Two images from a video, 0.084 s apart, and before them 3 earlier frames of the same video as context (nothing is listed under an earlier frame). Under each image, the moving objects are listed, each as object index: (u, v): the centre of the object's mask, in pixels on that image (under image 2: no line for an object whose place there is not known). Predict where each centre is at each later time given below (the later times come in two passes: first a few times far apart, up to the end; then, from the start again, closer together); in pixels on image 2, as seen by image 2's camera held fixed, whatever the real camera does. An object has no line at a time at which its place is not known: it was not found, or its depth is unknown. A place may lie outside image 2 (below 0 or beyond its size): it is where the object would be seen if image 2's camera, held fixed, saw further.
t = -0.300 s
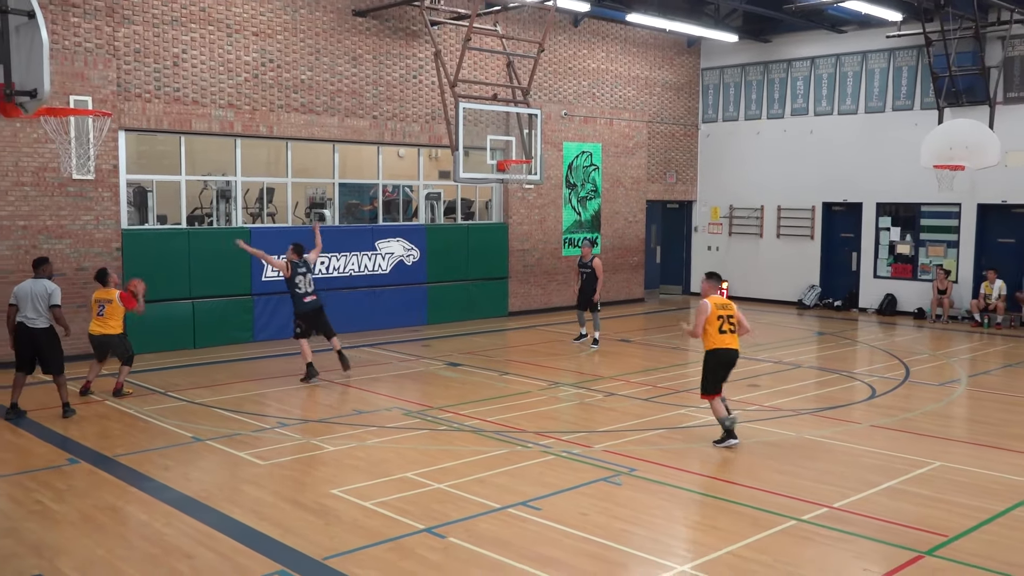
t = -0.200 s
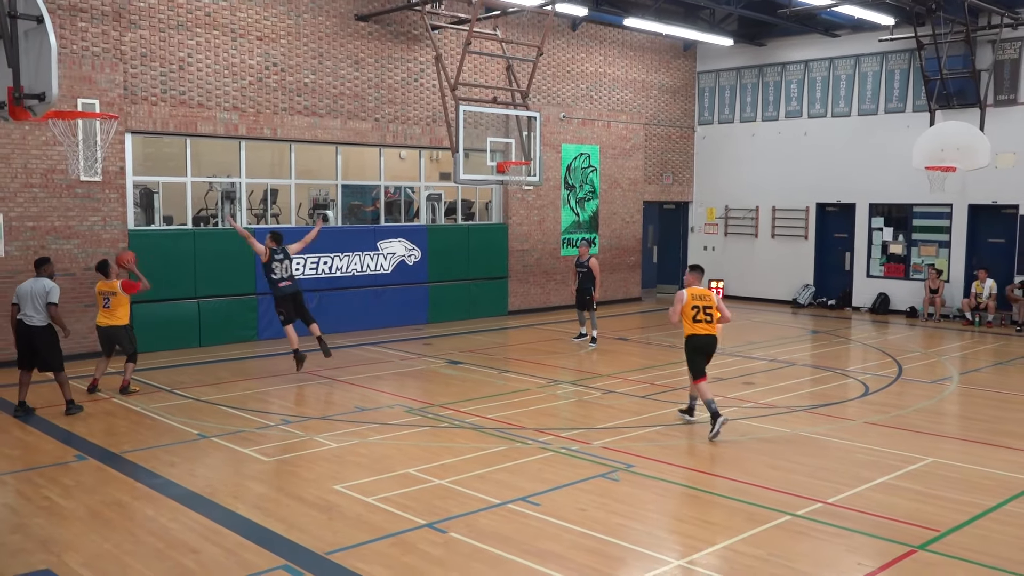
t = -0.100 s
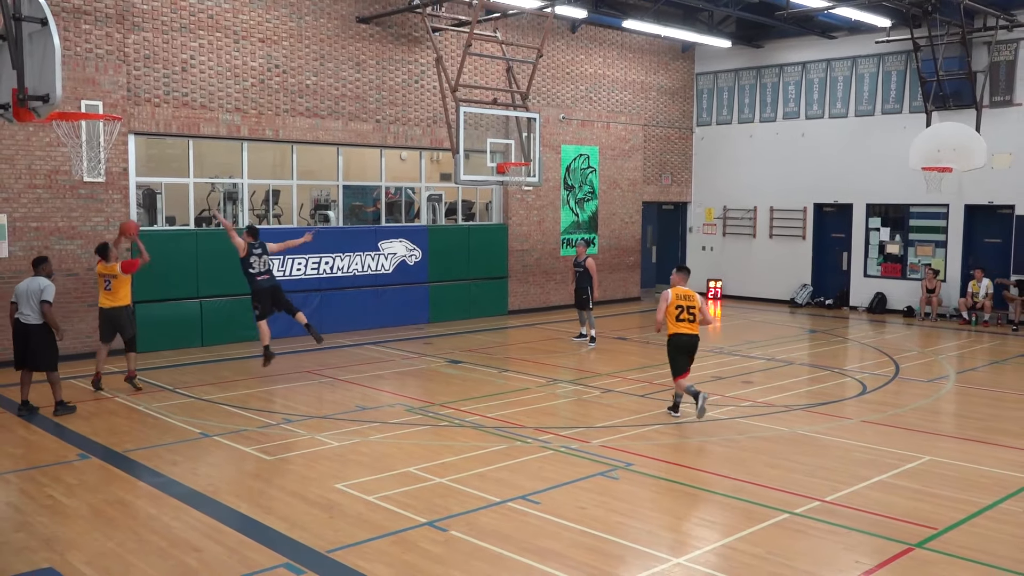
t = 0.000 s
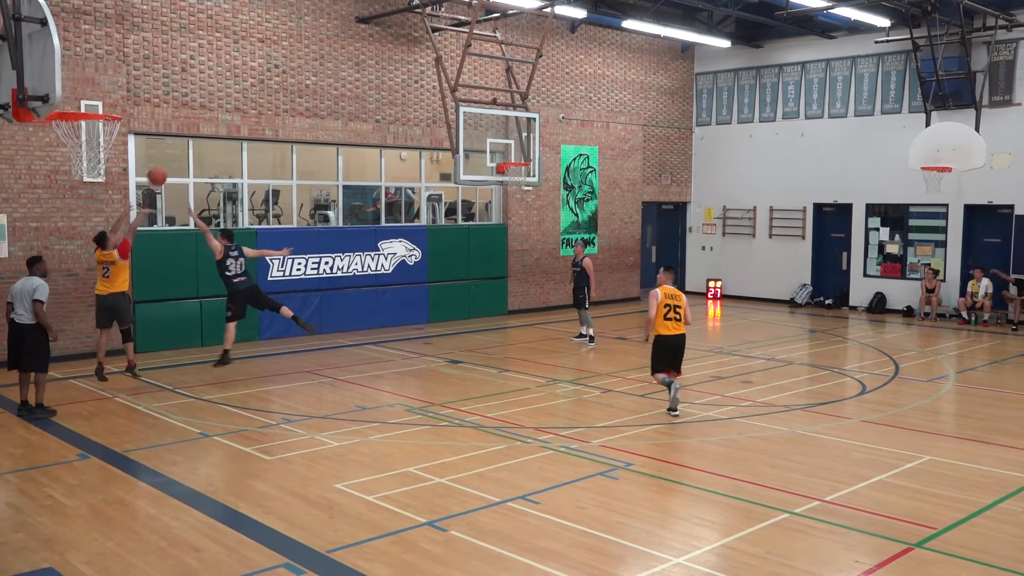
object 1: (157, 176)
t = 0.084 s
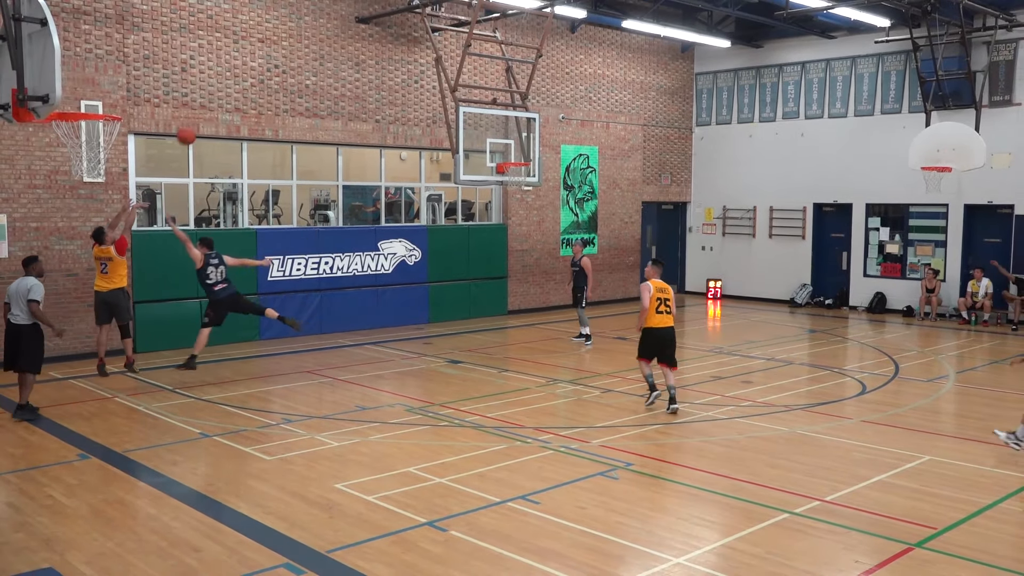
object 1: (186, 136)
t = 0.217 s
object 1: (230, 84)
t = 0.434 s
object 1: (299, 33)
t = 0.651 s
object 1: (362, 18)
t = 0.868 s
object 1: (419, 35)
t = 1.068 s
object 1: (466, 75)
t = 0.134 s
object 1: (203, 115)
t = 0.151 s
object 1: (209, 109)
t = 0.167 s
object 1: (214, 102)
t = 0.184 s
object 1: (219, 96)
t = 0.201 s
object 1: (225, 90)
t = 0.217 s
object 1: (230, 84)
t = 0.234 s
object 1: (236, 79)
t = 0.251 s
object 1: (241, 74)
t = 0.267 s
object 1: (247, 69)
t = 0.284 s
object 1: (253, 64)
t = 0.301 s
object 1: (258, 60)
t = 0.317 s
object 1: (263, 56)
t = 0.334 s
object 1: (268, 52)
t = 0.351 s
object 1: (273, 48)
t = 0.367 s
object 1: (279, 45)
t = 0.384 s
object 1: (284, 42)
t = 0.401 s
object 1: (289, 39)
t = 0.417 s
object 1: (294, 36)
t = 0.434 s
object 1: (299, 33)
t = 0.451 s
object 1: (304, 30)
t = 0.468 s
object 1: (309, 29)
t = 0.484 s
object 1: (314, 27)
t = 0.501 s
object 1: (319, 25)
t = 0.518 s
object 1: (324, 23)
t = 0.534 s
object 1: (329, 22)
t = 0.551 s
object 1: (333, 21)
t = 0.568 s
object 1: (338, 20)
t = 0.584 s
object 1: (344, 19)
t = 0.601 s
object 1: (348, 18)
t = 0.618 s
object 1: (353, 18)
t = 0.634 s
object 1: (358, 18)
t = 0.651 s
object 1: (362, 18)
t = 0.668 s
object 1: (366, 18)
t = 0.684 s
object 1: (371, 19)
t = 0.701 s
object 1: (375, 20)
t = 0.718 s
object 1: (380, 20)
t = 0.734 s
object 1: (384, 21)
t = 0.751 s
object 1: (389, 22)
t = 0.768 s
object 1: (393, 23)
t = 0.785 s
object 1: (398, 25)
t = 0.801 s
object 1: (402, 27)
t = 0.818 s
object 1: (407, 29)
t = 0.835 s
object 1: (410, 31)
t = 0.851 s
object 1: (415, 33)
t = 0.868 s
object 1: (419, 35)
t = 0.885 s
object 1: (423, 38)
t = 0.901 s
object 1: (427, 40)
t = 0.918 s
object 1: (431, 43)
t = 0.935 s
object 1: (434, 45)
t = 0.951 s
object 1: (439, 49)
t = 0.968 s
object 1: (444, 52)
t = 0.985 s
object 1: (447, 56)
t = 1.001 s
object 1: (451, 59)
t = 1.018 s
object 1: (455, 63)
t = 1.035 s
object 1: (459, 68)
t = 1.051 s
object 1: (463, 72)
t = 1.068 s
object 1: (466, 75)
